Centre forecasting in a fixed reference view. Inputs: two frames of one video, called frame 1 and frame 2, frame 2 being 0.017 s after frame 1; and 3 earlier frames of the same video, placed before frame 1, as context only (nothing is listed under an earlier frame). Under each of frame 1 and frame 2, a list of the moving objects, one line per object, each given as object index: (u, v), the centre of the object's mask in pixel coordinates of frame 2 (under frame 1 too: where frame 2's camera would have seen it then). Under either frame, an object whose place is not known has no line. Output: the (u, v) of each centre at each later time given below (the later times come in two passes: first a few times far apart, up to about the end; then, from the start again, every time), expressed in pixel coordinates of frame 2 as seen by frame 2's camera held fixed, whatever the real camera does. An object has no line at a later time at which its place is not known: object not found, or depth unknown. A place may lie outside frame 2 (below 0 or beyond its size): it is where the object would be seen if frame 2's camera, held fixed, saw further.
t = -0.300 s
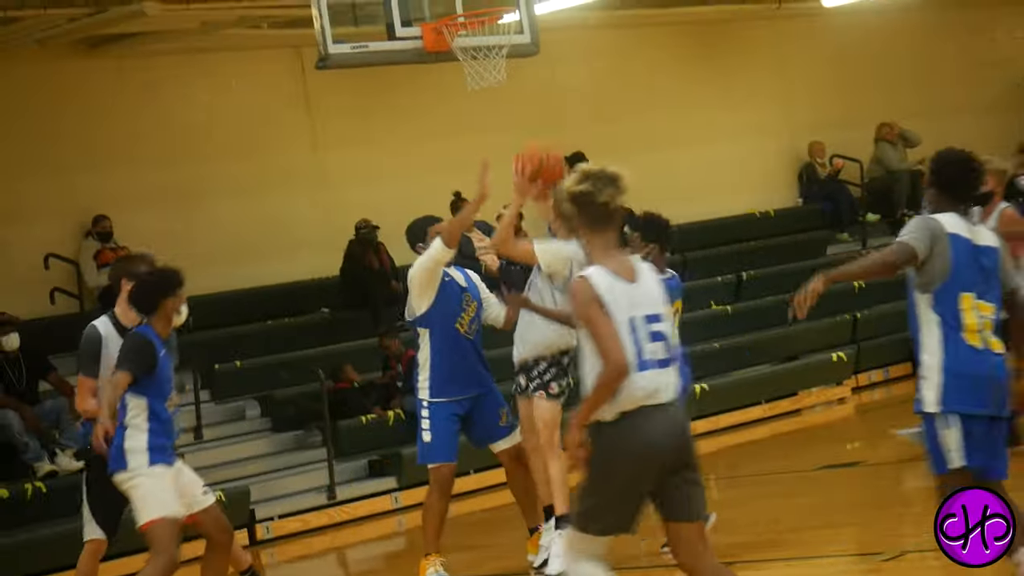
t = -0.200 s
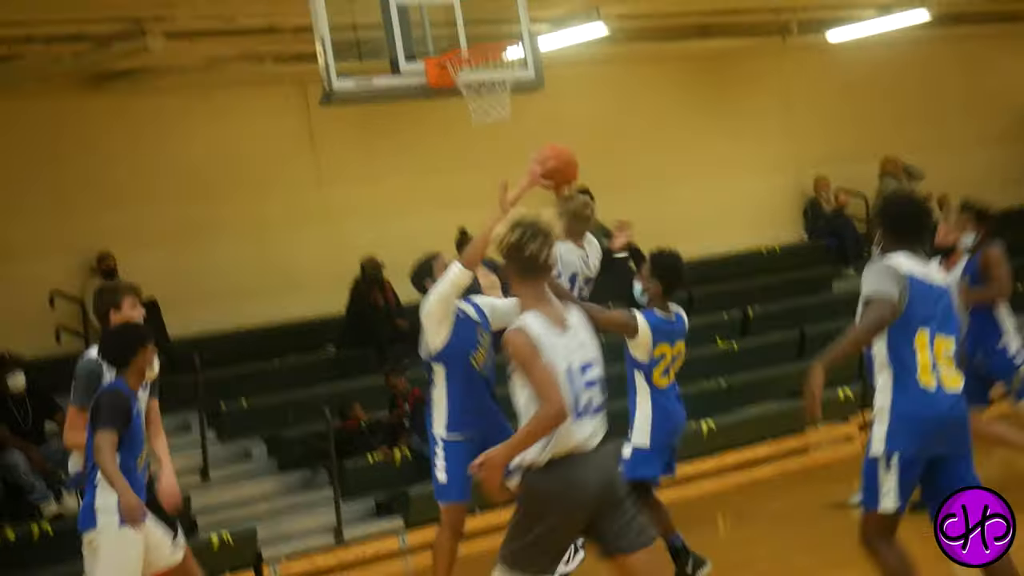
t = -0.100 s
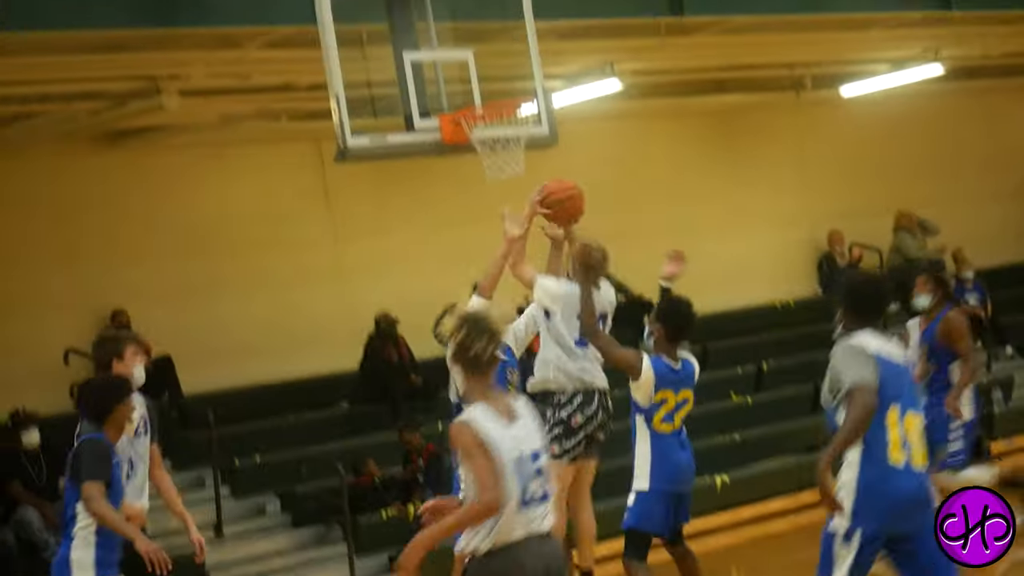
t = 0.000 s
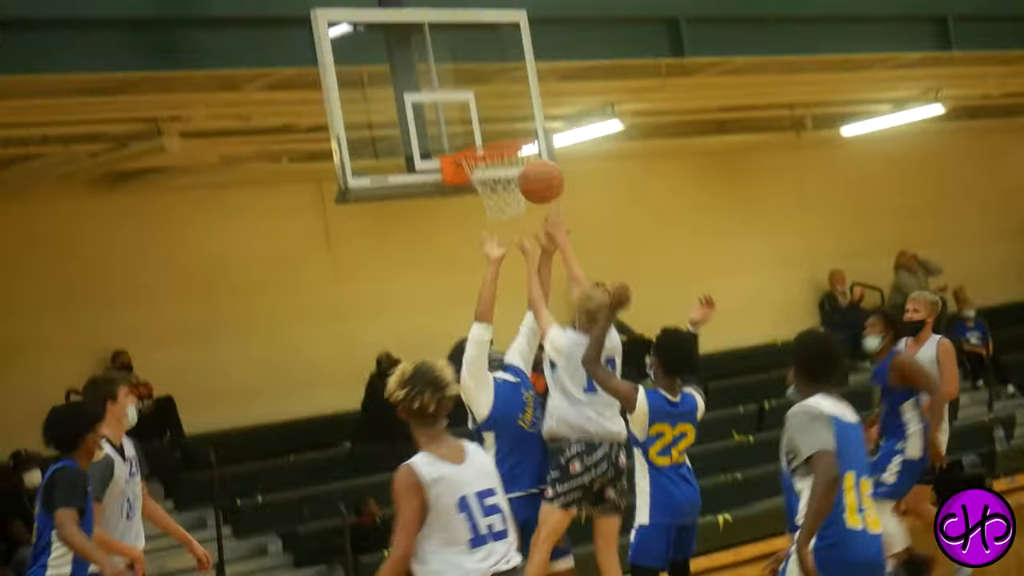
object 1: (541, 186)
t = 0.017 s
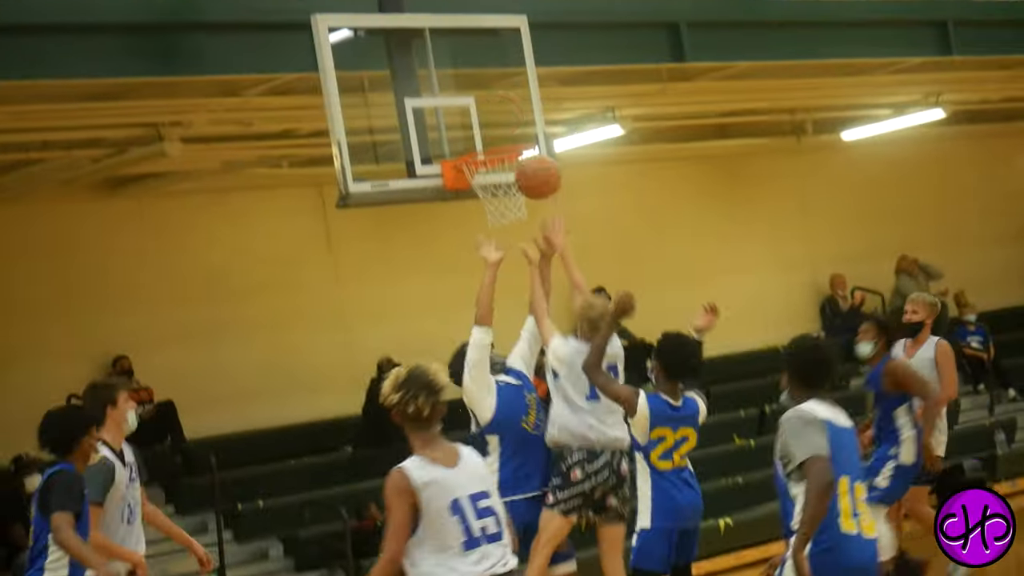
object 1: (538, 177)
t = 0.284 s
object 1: (487, 101)
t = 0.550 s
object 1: (457, 130)
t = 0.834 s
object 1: (459, 118)
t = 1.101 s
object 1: (510, 178)
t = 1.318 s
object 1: (526, 233)
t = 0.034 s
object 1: (534, 168)
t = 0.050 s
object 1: (529, 159)
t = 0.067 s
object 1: (526, 151)
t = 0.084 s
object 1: (523, 144)
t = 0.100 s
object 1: (517, 137)
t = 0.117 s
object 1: (514, 132)
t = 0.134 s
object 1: (511, 126)
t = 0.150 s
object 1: (507, 120)
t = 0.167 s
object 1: (503, 115)
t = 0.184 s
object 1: (502, 113)
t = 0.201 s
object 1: (500, 110)
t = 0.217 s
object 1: (497, 107)
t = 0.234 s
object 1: (495, 105)
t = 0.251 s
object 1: (491, 103)
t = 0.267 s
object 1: (489, 102)
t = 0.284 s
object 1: (487, 101)
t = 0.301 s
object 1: (484, 101)
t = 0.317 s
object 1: (482, 100)
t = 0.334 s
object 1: (479, 101)
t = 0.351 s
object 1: (477, 102)
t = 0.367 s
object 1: (475, 104)
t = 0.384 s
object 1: (474, 106)
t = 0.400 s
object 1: (472, 108)
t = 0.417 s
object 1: (470, 110)
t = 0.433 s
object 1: (469, 114)
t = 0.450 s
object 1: (467, 118)
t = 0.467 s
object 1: (465, 123)
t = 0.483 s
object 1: (464, 127)
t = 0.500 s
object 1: (463, 132)
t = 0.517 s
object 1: (462, 137)
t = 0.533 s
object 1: (460, 135)
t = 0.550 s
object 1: (457, 130)
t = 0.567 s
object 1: (455, 127)
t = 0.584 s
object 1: (453, 125)
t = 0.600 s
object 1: (451, 124)
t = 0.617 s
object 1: (450, 122)
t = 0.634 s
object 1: (448, 121)
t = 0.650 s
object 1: (446, 120)
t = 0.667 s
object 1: (445, 120)
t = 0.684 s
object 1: (443, 120)
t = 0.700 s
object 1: (441, 120)
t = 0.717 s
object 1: (441, 120)
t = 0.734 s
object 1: (443, 118)
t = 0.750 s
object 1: (446, 117)
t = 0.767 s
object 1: (448, 116)
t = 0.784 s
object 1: (450, 116)
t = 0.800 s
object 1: (453, 117)
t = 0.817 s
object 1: (456, 117)
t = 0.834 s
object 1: (459, 118)
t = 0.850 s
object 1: (462, 119)
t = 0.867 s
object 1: (464, 121)
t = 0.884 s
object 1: (468, 123)
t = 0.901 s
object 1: (472, 126)
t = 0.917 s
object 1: (475, 130)
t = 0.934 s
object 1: (479, 133)
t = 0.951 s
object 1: (482, 135)
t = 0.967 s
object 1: (484, 137)
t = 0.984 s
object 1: (486, 140)
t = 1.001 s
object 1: (492, 149)
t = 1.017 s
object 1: (495, 153)
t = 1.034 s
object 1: (497, 157)
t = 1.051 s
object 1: (502, 164)
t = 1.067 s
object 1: (505, 170)
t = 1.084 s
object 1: (508, 175)
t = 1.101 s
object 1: (510, 178)
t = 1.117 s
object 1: (515, 185)
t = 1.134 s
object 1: (519, 190)
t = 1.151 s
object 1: (521, 194)
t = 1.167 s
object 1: (522, 198)
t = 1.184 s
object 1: (523, 200)
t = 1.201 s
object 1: (525, 202)
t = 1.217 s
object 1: (525, 205)
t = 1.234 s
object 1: (524, 214)
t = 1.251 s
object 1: (524, 215)
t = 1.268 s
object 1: (524, 219)
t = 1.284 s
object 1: (525, 223)
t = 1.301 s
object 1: (525, 228)
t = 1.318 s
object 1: (526, 233)
